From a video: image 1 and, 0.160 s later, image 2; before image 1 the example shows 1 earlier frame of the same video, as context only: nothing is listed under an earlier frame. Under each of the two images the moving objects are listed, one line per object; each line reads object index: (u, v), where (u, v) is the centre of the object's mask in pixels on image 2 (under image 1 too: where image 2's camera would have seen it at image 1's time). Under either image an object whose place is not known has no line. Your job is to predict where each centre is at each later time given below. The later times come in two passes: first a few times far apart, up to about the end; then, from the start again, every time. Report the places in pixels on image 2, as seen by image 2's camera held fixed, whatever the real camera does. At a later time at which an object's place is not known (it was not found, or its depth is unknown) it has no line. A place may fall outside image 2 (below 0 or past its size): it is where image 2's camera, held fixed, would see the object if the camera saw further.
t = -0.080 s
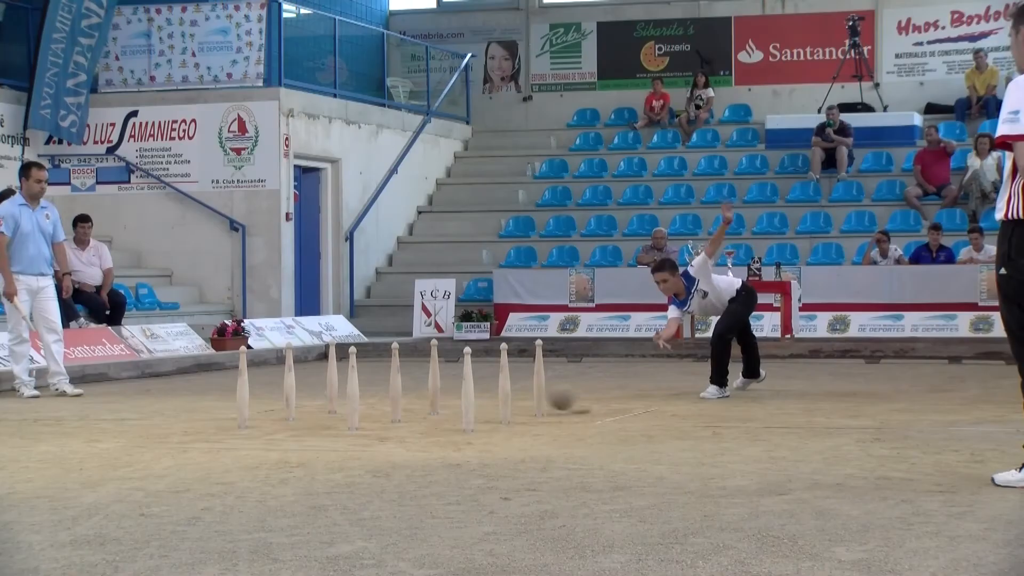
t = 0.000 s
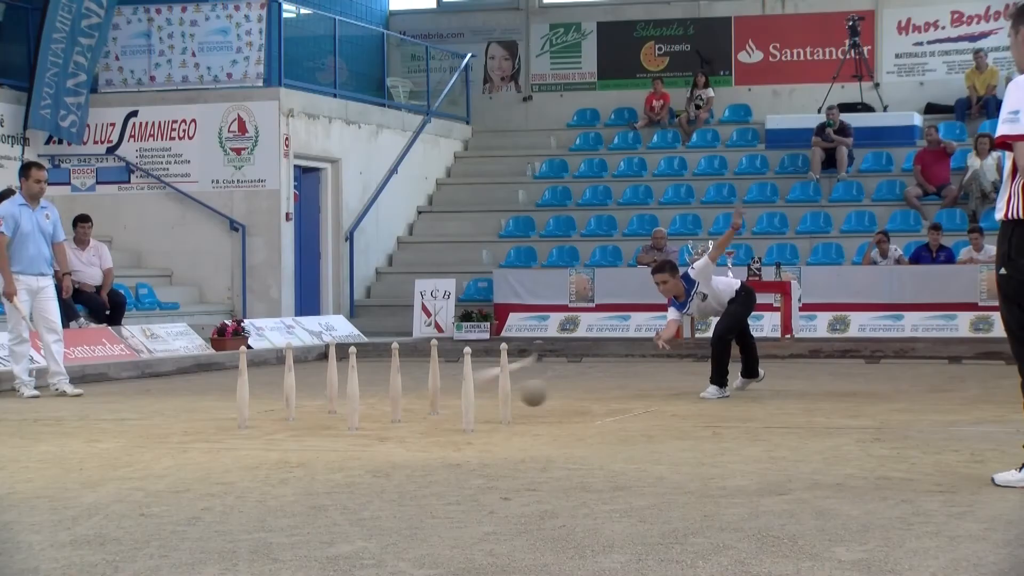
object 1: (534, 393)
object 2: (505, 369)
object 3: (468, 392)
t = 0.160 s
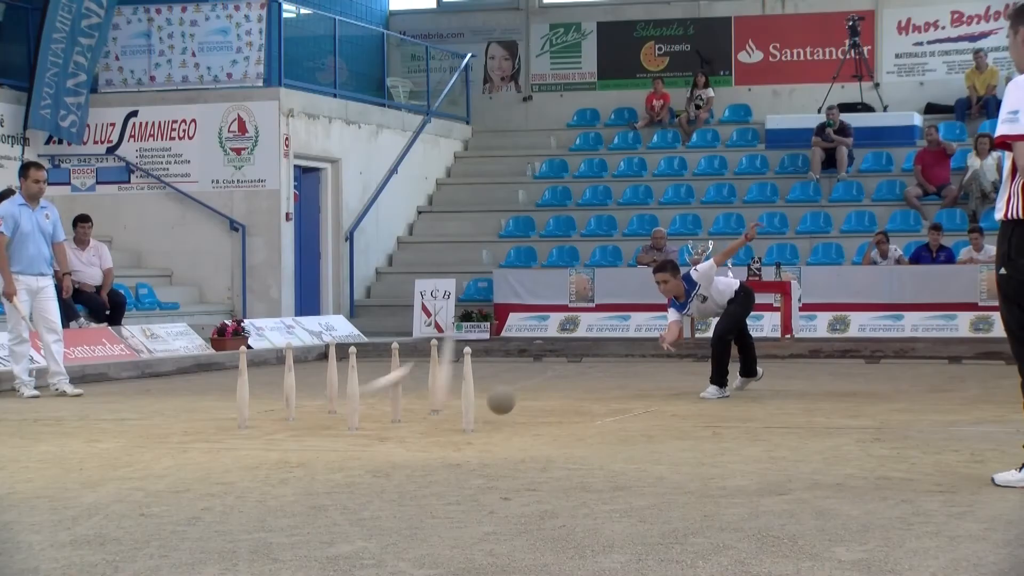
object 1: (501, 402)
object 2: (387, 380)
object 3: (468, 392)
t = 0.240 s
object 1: (489, 415)
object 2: (328, 399)
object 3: (468, 392)
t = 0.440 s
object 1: (481, 423)
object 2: (228, 423)
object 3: (448, 394)
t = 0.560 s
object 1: (478, 426)
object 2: (181, 432)
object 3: (447, 394)
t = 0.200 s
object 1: (496, 407)
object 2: (370, 392)
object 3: (468, 392)
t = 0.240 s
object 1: (489, 415)
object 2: (328, 399)
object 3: (468, 392)
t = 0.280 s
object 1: (486, 414)
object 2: (317, 406)
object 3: (466, 391)
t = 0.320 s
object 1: (485, 415)
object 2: (290, 410)
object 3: (458, 392)
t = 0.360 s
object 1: (484, 419)
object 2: (262, 421)
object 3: (453, 394)
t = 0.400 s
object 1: (483, 421)
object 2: (242, 425)
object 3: (450, 395)
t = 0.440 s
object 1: (481, 423)
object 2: (228, 423)
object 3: (448, 394)
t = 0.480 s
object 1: (480, 424)
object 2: (212, 423)
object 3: (448, 393)
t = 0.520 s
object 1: (479, 425)
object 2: (197, 426)
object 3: (447, 394)
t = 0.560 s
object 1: (478, 426)
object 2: (181, 432)
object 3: (447, 394)
